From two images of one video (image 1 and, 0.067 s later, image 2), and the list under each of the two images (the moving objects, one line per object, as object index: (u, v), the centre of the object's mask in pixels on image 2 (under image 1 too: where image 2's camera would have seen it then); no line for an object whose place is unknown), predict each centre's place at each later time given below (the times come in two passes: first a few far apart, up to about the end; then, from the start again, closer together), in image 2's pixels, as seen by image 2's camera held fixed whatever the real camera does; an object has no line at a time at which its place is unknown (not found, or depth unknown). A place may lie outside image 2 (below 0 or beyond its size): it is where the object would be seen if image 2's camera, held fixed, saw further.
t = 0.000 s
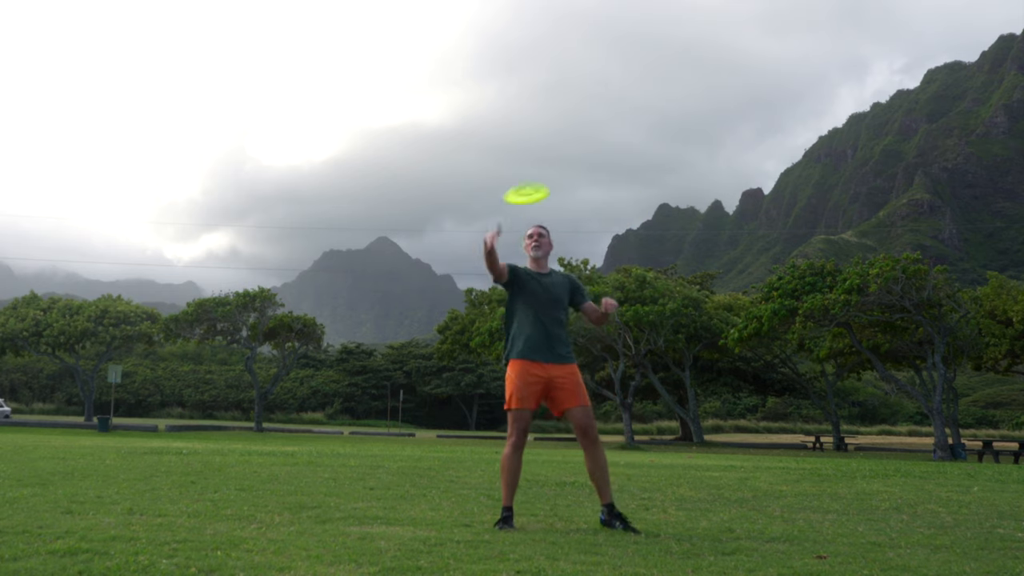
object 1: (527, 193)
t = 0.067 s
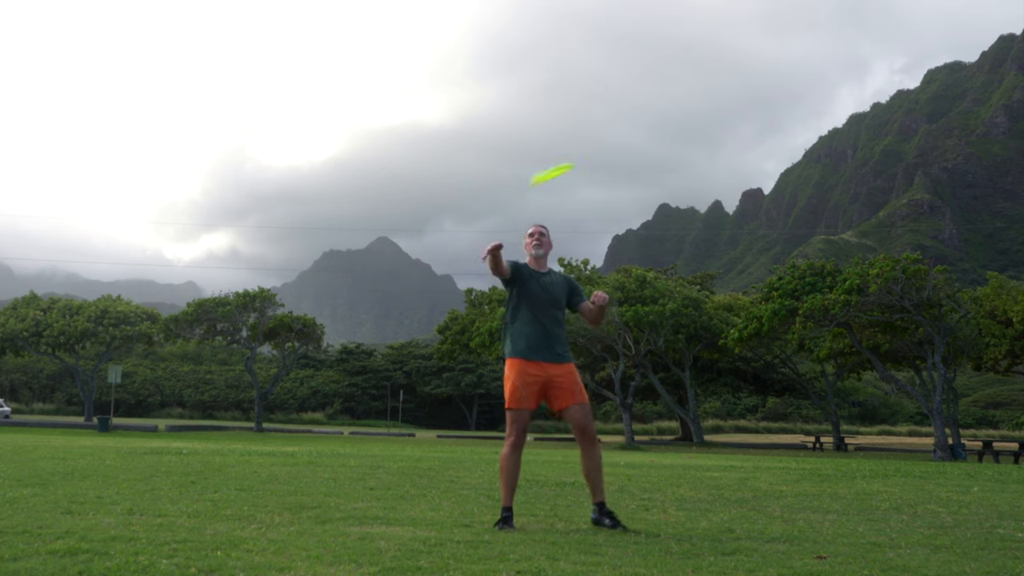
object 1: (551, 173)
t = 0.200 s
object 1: (592, 138)
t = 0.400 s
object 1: (634, 105)
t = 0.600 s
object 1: (652, 101)
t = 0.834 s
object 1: (641, 127)
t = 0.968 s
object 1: (618, 154)
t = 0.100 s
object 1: (563, 163)
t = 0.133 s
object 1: (573, 155)
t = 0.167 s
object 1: (582, 146)
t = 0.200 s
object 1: (592, 138)
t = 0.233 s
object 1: (601, 131)
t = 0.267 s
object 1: (609, 125)
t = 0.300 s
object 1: (616, 118)
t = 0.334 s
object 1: (623, 113)
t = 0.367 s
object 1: (628, 108)
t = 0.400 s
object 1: (634, 105)
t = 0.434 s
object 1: (638, 102)
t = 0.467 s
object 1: (643, 100)
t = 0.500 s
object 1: (646, 99)
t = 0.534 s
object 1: (649, 99)
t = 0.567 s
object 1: (651, 100)
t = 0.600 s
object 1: (652, 101)
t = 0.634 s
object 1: (653, 103)
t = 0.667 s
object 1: (653, 105)
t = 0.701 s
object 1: (652, 109)
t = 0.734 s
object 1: (651, 112)
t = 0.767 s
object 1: (648, 117)
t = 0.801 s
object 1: (645, 122)
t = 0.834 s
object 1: (641, 127)
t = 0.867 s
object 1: (635, 134)
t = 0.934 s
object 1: (624, 147)
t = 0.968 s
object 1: (618, 154)
